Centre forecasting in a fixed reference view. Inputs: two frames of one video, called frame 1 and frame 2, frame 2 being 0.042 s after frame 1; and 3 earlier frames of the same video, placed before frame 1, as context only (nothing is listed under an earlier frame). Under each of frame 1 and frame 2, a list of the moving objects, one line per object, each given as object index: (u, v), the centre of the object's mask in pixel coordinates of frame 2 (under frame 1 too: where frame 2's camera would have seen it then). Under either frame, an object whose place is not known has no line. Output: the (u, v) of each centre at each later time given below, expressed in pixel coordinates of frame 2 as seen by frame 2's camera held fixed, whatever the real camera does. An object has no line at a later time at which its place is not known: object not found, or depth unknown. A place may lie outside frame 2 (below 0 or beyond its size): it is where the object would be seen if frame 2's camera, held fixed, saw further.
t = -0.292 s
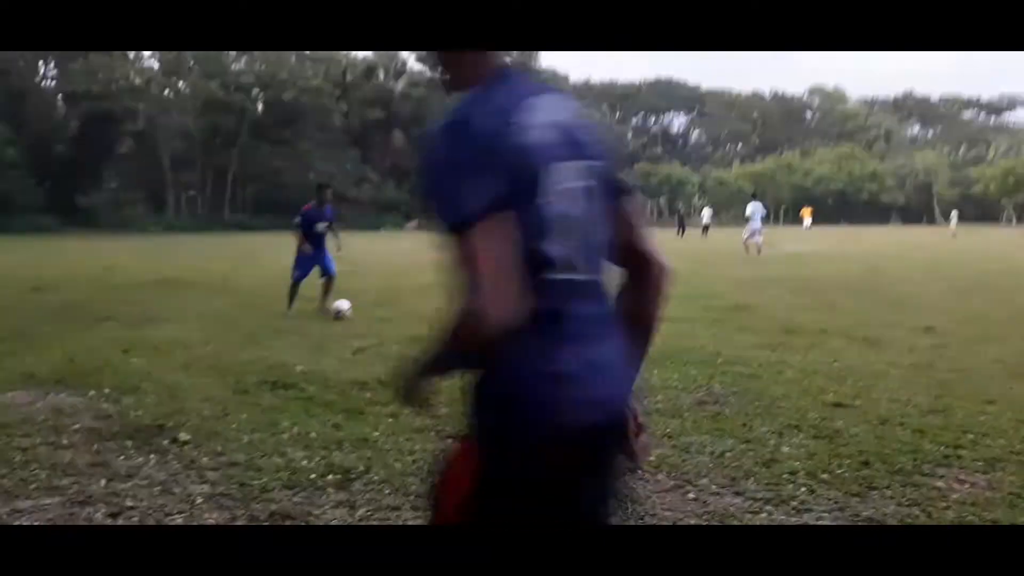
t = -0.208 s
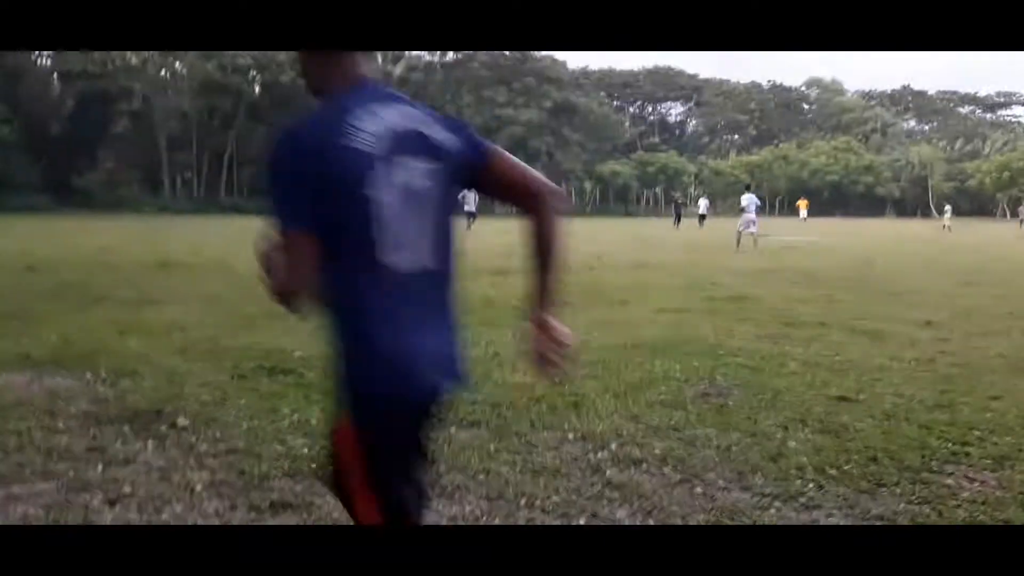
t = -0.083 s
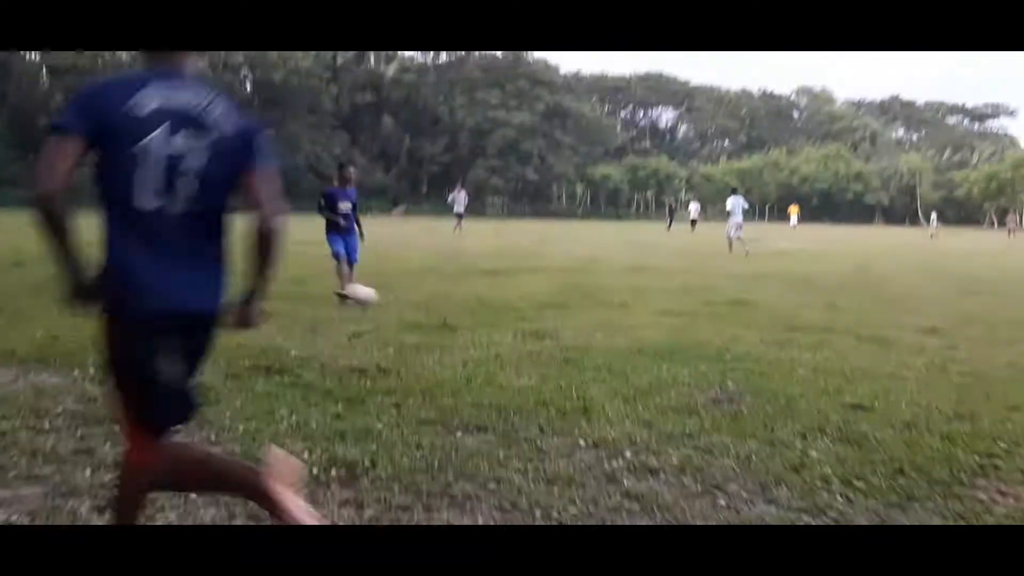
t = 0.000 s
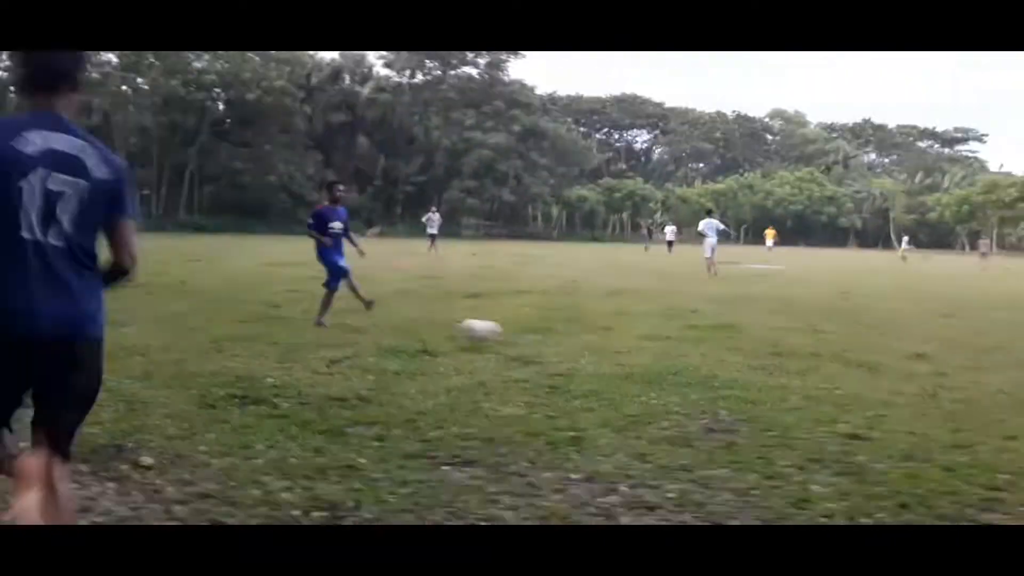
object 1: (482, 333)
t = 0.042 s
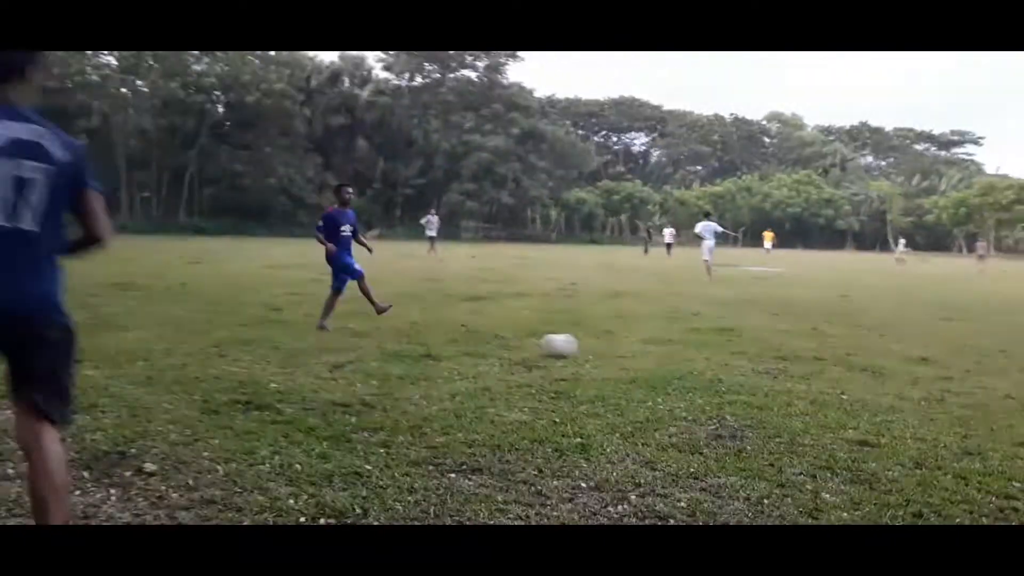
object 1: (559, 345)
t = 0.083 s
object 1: (635, 350)
